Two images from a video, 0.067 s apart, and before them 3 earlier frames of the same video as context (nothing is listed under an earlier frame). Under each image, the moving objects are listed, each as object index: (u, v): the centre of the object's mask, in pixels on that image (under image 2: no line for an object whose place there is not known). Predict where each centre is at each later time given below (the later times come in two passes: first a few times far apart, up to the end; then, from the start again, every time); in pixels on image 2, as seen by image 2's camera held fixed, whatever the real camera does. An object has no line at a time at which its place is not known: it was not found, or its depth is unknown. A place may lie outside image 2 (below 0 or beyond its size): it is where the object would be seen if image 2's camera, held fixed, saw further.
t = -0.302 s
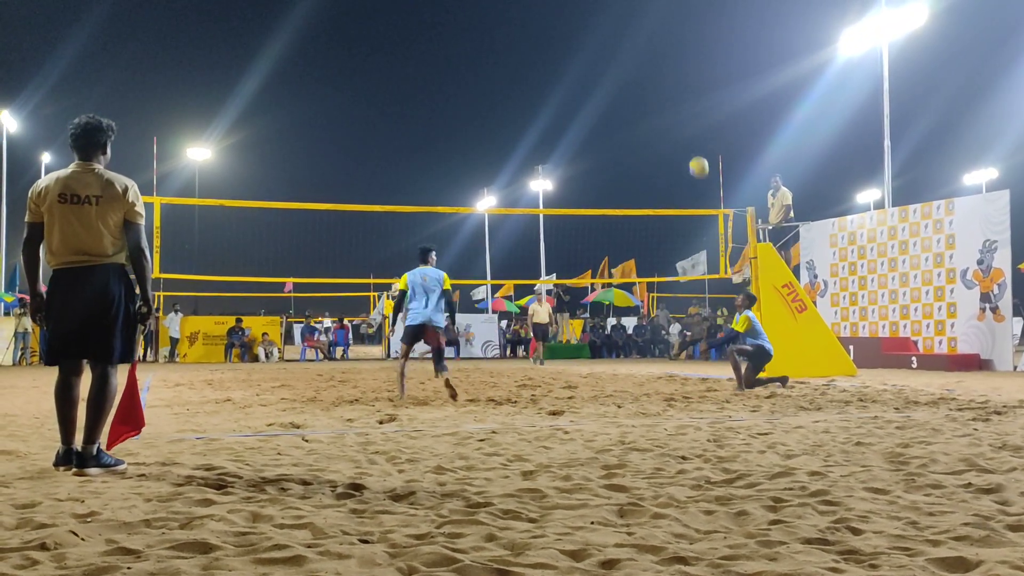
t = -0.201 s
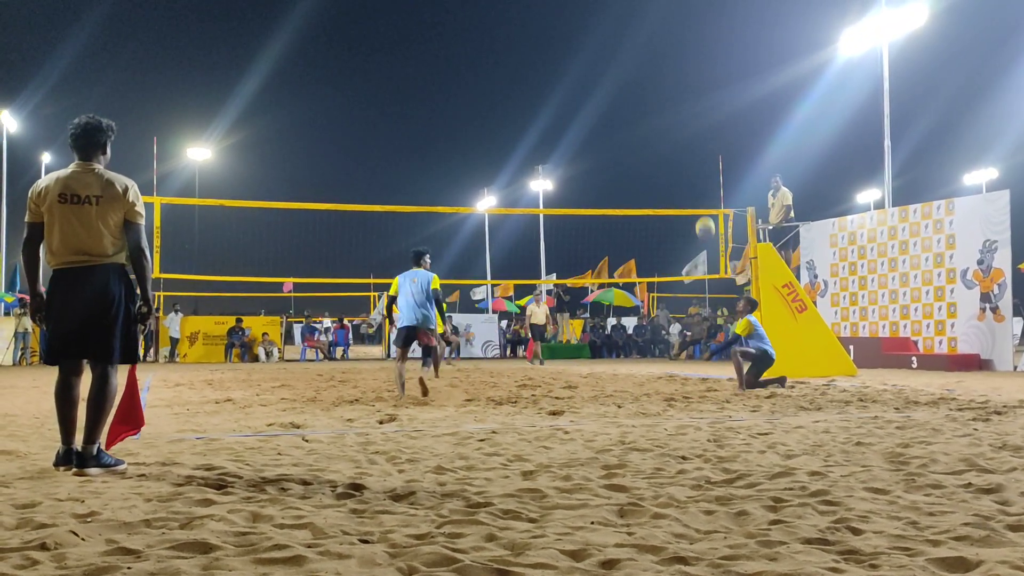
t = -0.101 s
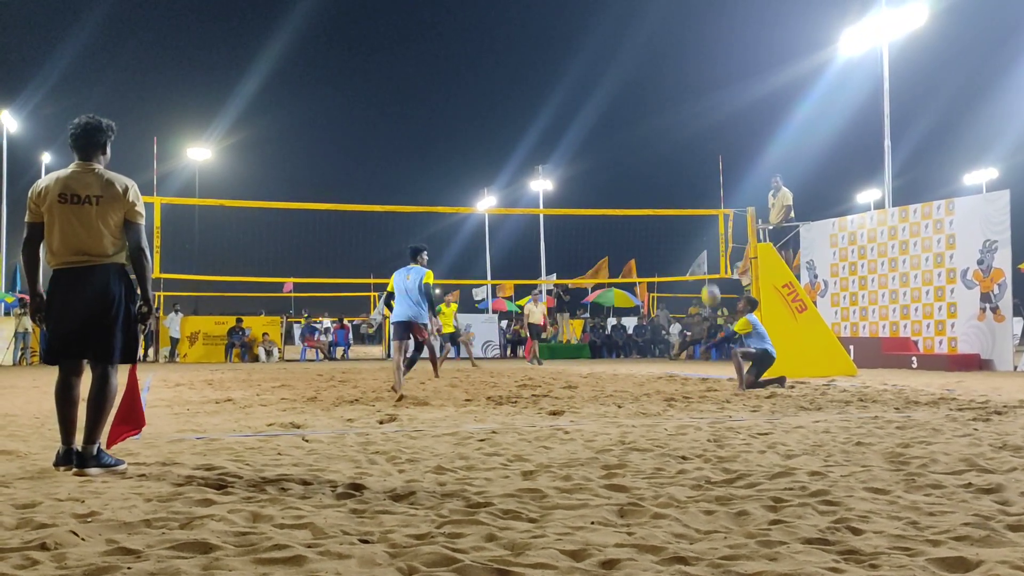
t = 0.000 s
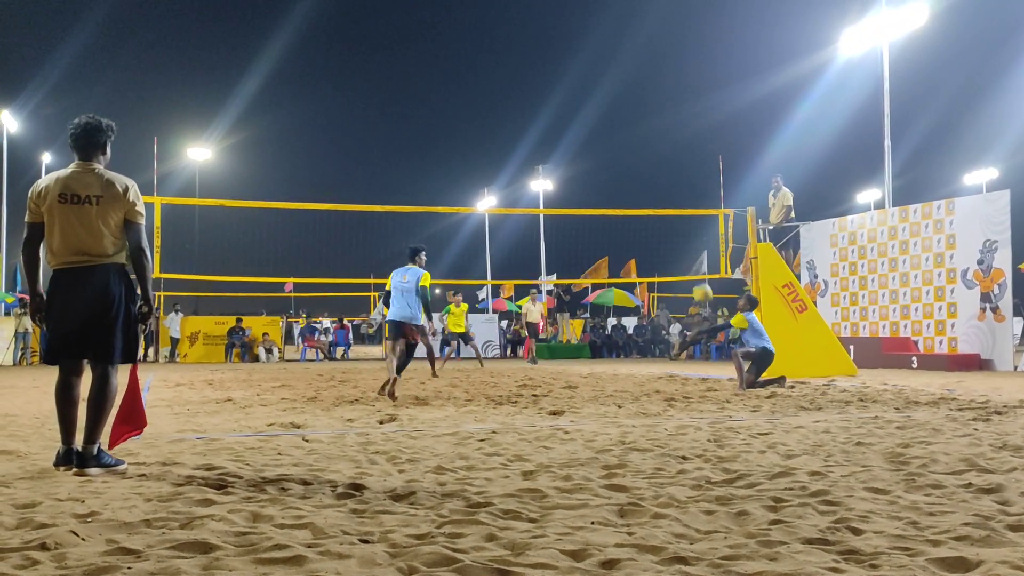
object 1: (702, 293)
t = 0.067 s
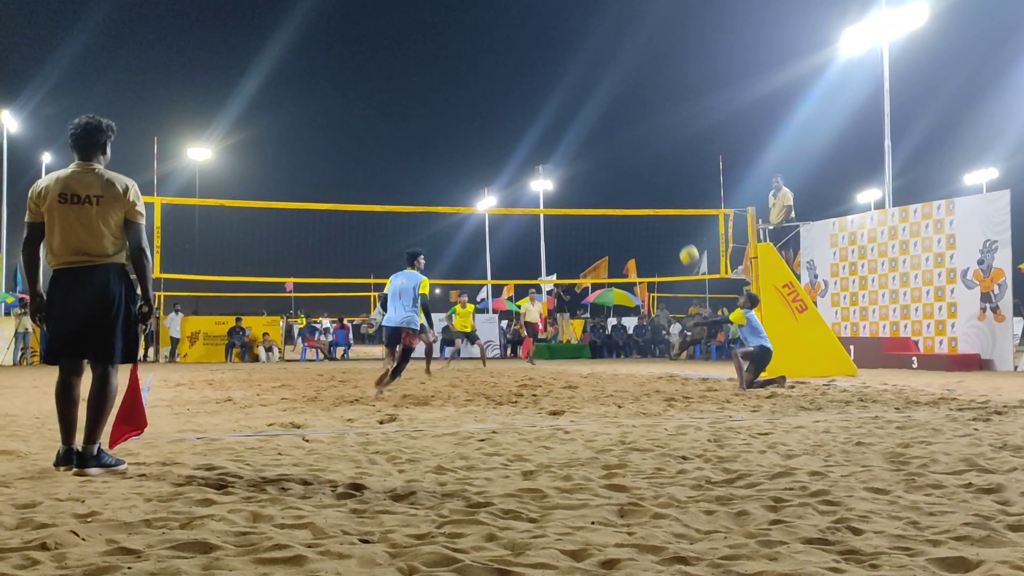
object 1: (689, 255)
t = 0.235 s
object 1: (655, 176)
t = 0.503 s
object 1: (604, 96)
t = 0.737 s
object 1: (560, 75)
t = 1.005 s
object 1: (510, 105)
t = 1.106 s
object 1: (491, 131)
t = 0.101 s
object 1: (682, 237)
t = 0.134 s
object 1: (676, 221)
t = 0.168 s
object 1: (669, 204)
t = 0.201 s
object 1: (662, 190)
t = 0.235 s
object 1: (655, 176)
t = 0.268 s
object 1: (649, 163)
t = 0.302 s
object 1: (643, 150)
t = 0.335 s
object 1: (636, 139)
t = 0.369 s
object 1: (630, 129)
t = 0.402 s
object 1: (624, 119)
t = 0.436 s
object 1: (617, 110)
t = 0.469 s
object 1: (611, 102)
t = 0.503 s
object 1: (604, 96)
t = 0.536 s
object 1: (598, 90)
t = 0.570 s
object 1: (591, 85)
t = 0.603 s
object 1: (585, 82)
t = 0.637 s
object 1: (579, 79)
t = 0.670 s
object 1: (572, 77)
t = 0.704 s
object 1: (566, 76)
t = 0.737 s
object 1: (560, 75)
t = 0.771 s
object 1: (554, 76)
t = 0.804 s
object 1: (547, 77)
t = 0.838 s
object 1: (541, 80)
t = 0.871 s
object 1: (535, 83)
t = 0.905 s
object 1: (529, 87)
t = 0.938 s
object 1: (522, 92)
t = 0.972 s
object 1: (516, 98)
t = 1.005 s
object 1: (510, 105)
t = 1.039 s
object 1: (504, 113)
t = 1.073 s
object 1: (497, 121)
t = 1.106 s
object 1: (491, 131)
